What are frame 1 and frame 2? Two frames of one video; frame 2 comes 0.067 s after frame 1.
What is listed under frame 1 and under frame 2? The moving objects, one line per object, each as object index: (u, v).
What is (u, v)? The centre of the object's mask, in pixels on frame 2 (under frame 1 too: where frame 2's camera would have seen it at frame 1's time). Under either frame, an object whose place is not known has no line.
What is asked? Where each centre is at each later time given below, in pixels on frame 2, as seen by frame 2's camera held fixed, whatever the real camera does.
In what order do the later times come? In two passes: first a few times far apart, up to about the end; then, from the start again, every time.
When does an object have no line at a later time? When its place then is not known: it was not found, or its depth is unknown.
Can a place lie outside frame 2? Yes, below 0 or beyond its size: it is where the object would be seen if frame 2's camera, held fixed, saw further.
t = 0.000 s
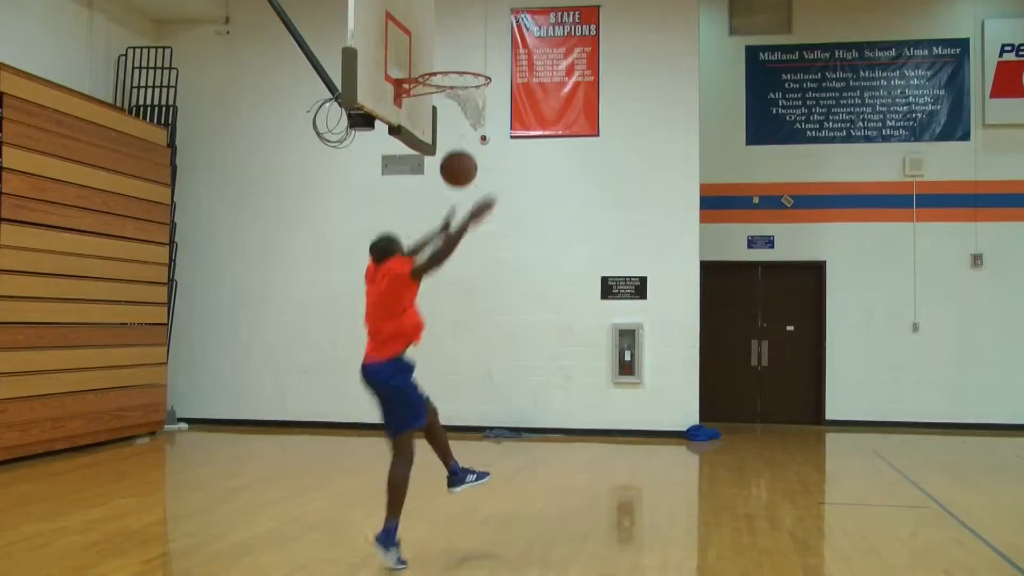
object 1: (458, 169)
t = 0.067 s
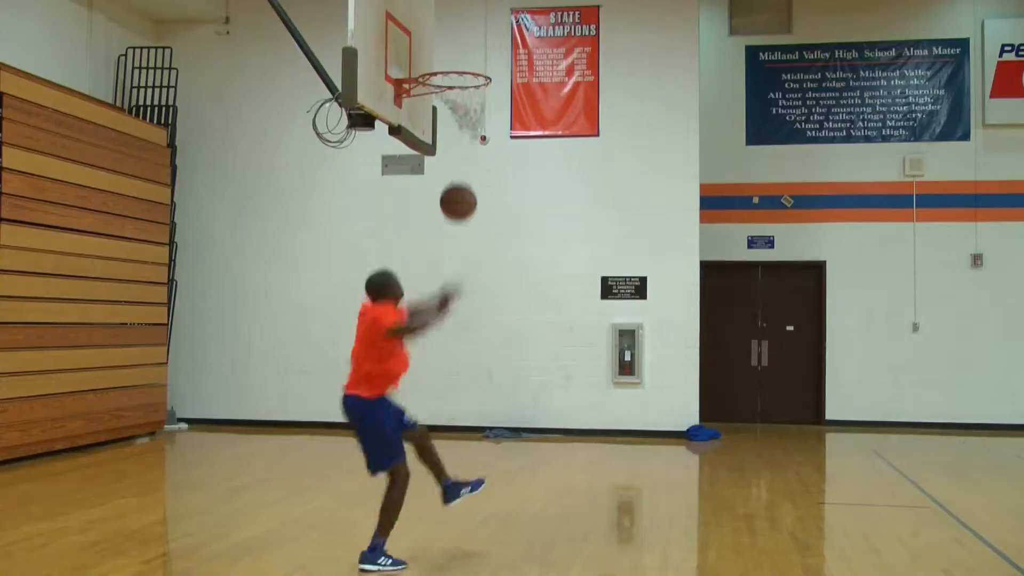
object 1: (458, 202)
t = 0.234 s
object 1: (457, 316)
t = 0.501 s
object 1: (457, 510)
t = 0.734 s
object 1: (478, 384)
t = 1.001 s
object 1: (499, 340)
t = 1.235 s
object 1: (517, 385)
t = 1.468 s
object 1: (534, 507)
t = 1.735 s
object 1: (549, 441)
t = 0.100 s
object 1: (458, 221)
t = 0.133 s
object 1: (458, 242)
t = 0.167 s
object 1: (457, 265)
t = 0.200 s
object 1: (457, 290)
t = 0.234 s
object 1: (457, 316)
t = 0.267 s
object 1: (457, 343)
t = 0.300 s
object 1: (456, 373)
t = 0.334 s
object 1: (456, 403)
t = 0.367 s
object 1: (455, 437)
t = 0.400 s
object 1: (454, 471)
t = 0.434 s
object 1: (454, 507)
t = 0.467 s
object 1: (453, 535)
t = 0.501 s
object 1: (457, 510)
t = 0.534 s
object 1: (460, 487)
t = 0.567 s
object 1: (463, 466)
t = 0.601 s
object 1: (466, 445)
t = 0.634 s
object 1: (468, 428)
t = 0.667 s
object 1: (472, 411)
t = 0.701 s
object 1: (475, 397)
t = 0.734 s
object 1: (478, 384)
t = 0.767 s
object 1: (480, 372)
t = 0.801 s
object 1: (483, 363)
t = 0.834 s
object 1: (486, 355)
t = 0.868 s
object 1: (489, 349)
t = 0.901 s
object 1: (492, 344)
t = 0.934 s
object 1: (494, 341)
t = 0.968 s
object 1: (497, 339)
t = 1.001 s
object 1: (499, 340)
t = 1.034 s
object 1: (502, 341)
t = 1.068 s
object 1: (505, 345)
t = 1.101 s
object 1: (507, 349)
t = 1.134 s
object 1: (510, 356)
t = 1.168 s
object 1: (513, 364)
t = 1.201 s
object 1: (515, 374)
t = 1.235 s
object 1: (517, 385)
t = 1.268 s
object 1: (520, 398)
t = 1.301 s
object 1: (522, 412)
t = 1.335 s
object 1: (525, 428)
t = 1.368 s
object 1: (527, 445)
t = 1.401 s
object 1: (529, 465)
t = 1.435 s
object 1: (531, 485)
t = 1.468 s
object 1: (534, 507)
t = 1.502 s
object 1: (536, 523)
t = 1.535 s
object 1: (537, 506)
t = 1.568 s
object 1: (540, 492)
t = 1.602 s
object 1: (542, 479)
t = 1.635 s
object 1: (544, 466)
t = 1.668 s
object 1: (546, 457)
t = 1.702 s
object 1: (548, 448)
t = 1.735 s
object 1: (549, 441)
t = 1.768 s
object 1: (551, 435)
